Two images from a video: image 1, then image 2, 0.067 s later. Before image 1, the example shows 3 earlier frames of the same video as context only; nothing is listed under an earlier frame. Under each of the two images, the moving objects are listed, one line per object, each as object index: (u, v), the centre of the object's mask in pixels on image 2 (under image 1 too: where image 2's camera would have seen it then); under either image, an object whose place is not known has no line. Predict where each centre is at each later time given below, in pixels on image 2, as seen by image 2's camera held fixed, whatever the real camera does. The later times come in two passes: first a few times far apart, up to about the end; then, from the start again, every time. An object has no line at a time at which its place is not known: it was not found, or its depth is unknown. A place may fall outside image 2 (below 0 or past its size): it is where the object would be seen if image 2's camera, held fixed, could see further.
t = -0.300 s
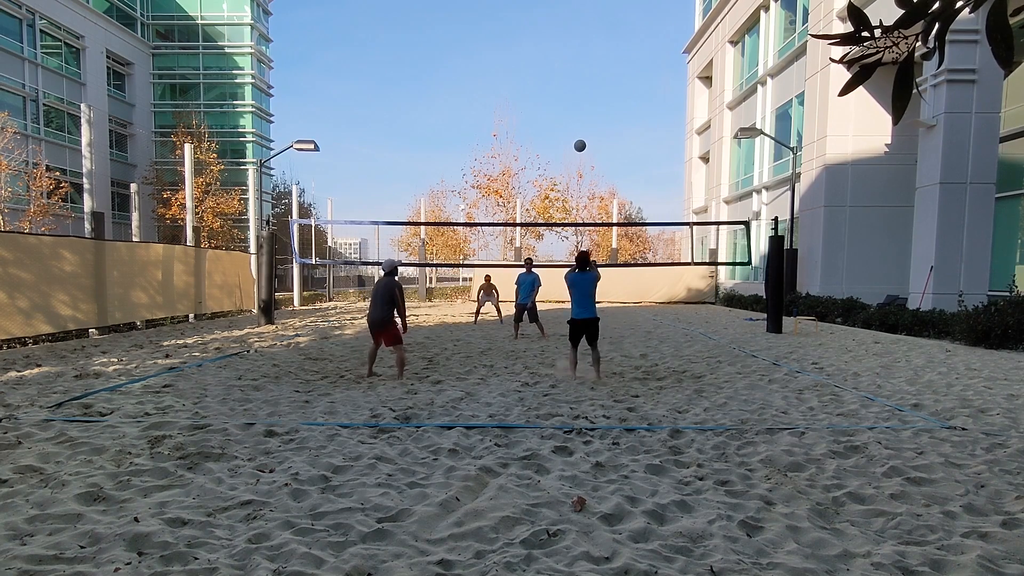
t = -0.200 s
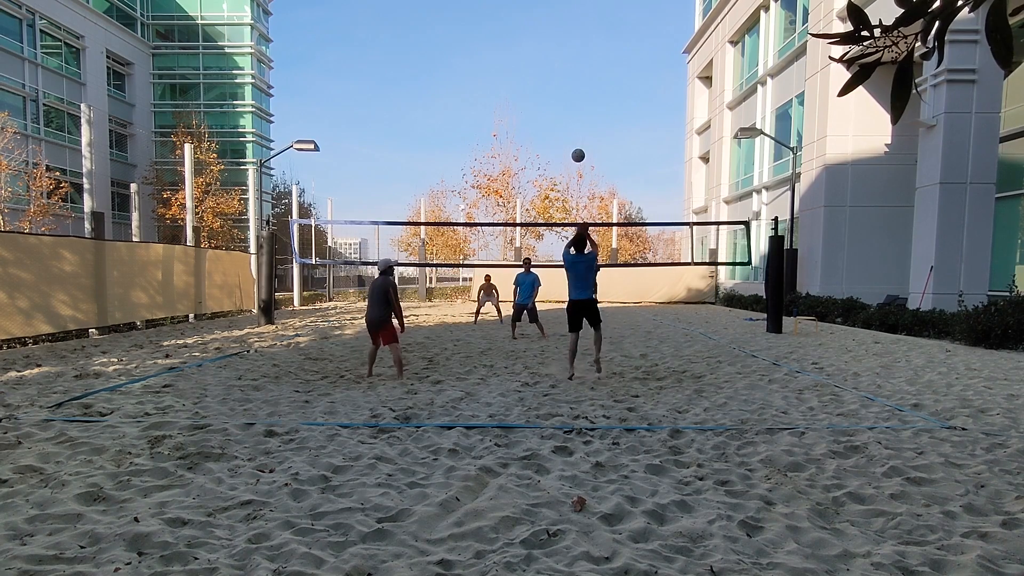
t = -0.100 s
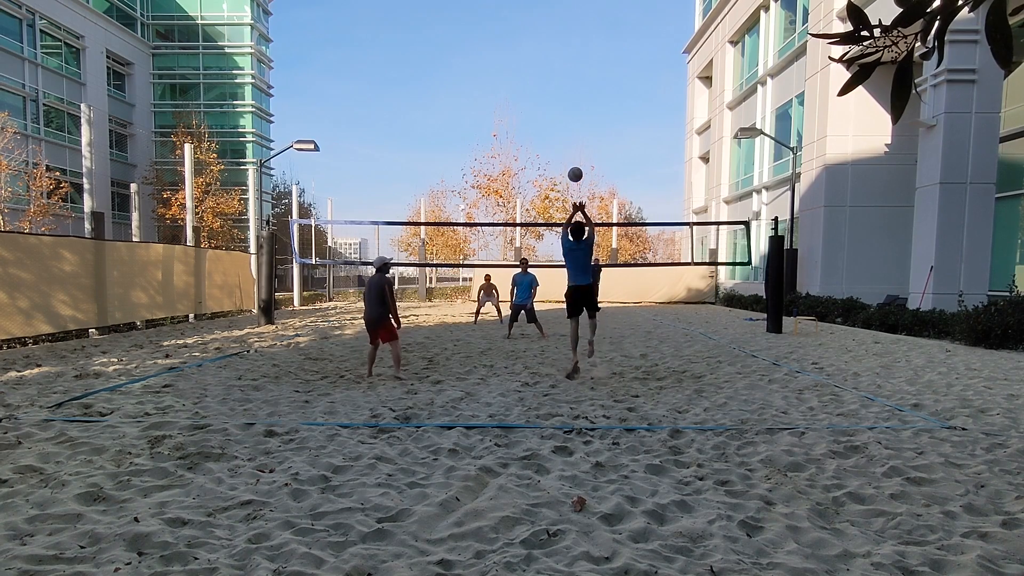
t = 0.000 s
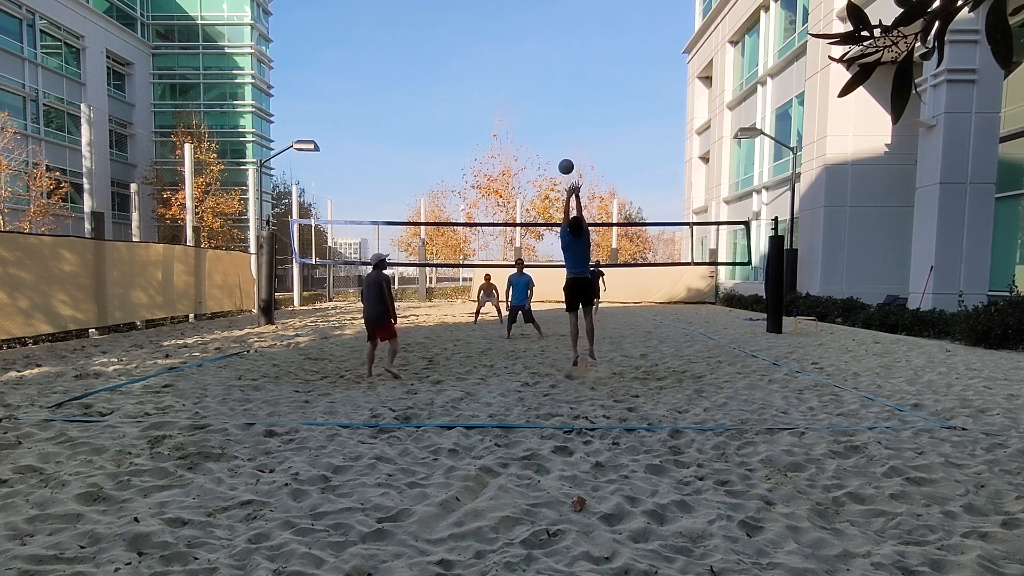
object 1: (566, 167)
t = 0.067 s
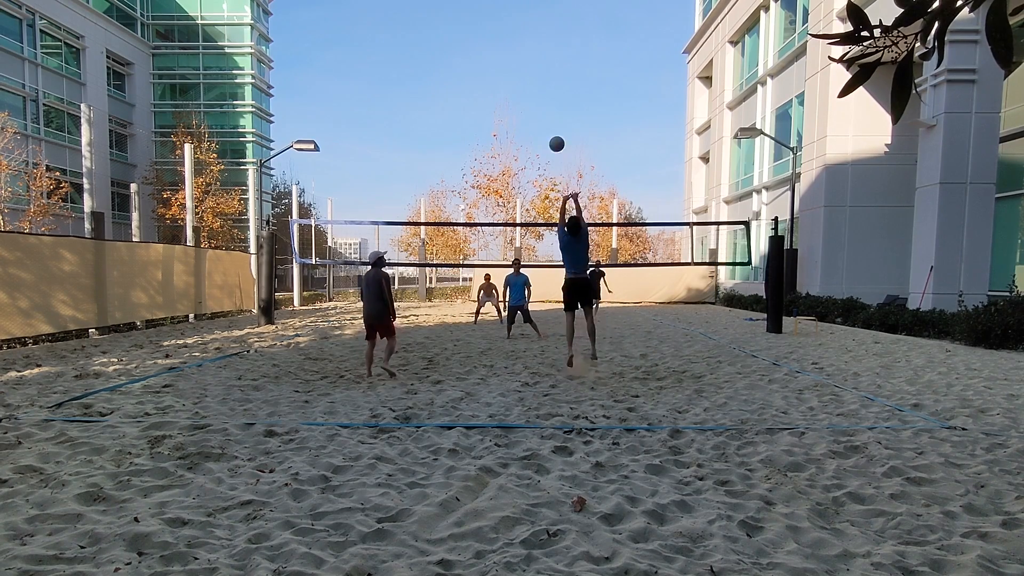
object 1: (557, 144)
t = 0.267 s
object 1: (530, 97)
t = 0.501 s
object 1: (502, 78)
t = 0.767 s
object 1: (472, 97)
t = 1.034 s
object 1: (443, 153)
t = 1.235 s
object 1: (423, 215)
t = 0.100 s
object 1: (552, 134)
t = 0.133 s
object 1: (548, 125)
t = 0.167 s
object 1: (543, 117)
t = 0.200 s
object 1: (539, 109)
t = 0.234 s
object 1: (535, 103)
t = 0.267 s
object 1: (530, 97)
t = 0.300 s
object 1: (526, 92)
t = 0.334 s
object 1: (522, 88)
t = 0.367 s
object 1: (518, 84)
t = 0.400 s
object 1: (514, 82)
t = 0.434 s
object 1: (510, 80)
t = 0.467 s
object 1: (506, 78)
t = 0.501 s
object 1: (502, 78)
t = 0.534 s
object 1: (498, 78)
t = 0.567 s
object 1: (495, 79)
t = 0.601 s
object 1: (491, 80)
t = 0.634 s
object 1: (487, 82)
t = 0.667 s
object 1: (483, 85)
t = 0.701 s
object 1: (480, 89)
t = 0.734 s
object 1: (476, 93)
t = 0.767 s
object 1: (472, 97)
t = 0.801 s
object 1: (469, 102)
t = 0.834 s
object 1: (465, 108)
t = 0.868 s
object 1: (461, 114)
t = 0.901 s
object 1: (458, 121)
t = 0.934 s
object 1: (454, 128)
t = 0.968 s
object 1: (450, 136)
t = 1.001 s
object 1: (447, 144)
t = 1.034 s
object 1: (443, 153)
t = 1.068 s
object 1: (440, 162)
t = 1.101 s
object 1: (437, 172)
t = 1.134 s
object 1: (433, 182)
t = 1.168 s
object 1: (430, 192)
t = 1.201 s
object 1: (427, 204)
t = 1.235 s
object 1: (423, 215)
